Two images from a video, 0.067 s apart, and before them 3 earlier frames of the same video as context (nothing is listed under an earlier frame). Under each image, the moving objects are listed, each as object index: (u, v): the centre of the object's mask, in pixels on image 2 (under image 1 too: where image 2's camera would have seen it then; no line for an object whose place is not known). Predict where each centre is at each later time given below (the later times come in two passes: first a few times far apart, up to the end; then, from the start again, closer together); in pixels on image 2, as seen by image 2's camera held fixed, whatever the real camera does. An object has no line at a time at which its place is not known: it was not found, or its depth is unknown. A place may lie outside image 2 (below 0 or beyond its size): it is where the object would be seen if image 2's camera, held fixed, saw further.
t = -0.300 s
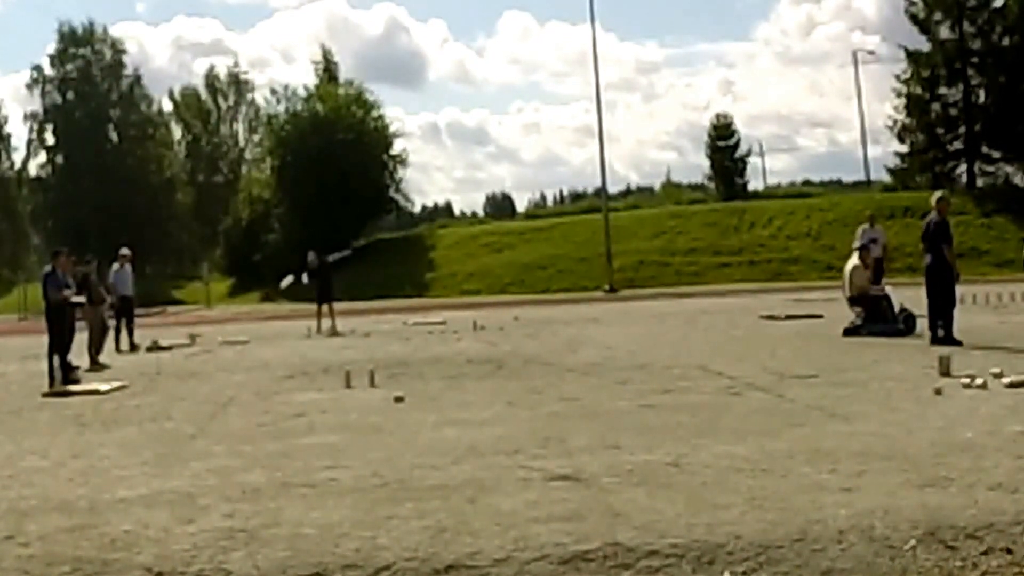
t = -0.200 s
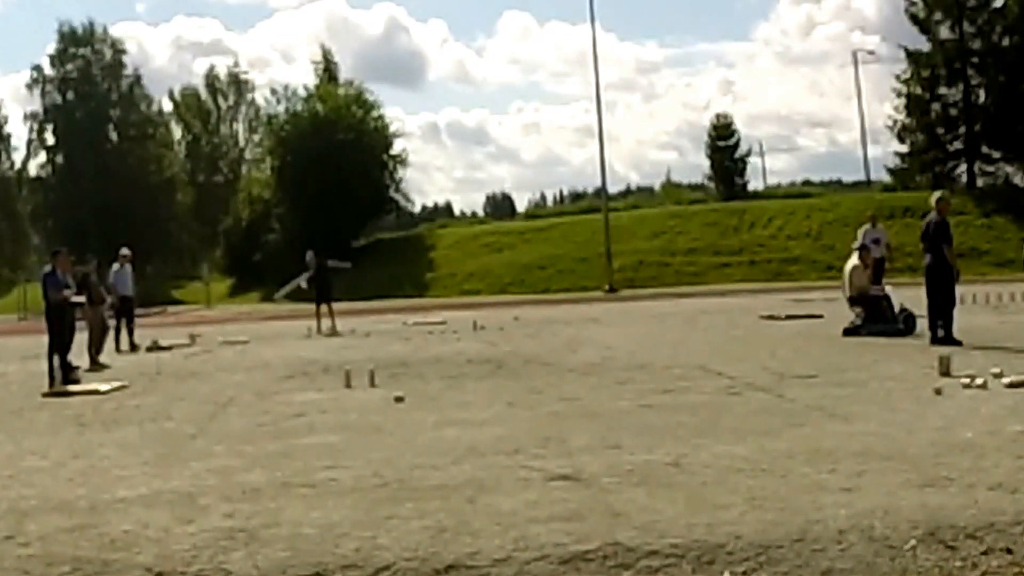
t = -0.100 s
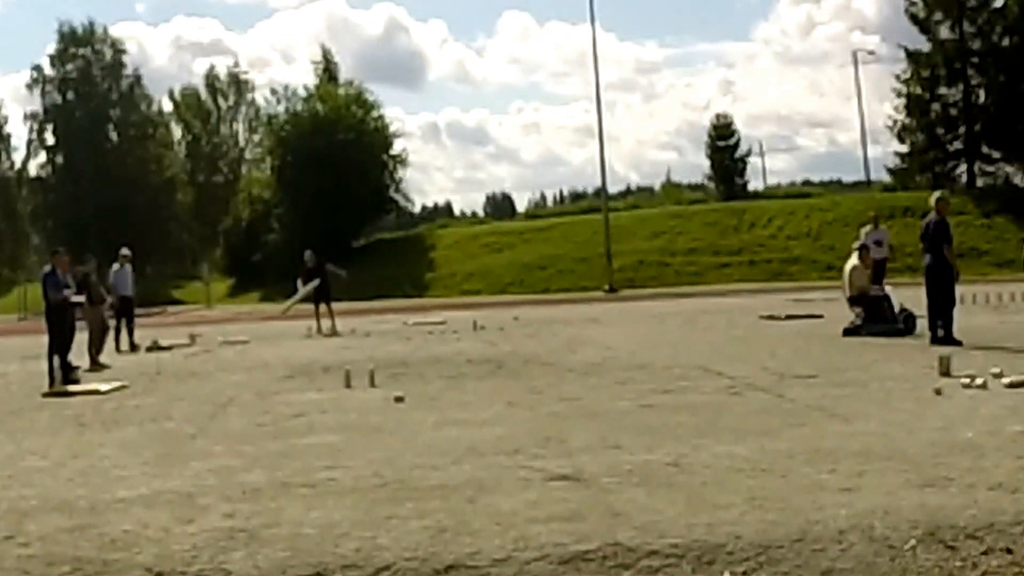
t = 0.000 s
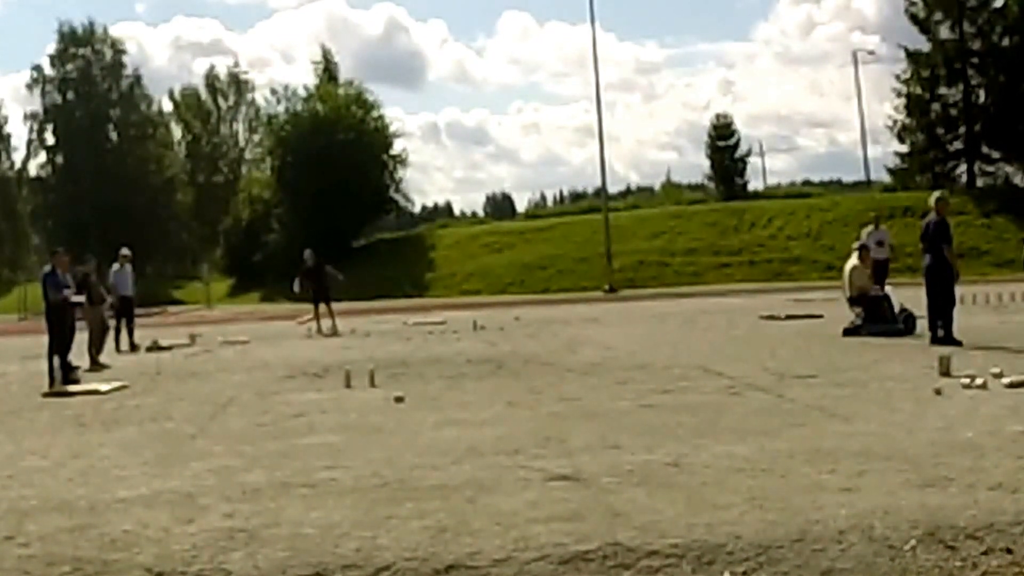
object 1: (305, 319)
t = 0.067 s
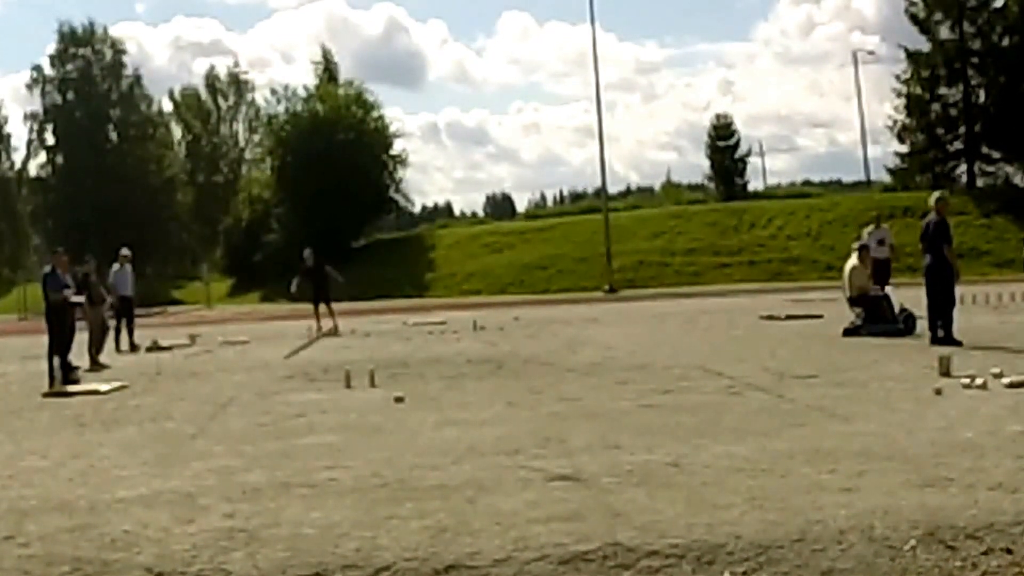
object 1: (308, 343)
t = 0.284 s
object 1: (329, 390)
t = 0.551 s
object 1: (340, 417)
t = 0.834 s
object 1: (353, 442)
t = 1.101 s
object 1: (380, 470)
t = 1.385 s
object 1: (409, 494)
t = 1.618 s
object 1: (425, 510)
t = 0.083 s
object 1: (311, 349)
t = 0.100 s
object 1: (312, 356)
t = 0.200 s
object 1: (316, 385)
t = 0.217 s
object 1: (323, 388)
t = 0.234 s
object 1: (326, 389)
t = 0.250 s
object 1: (326, 389)
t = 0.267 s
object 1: (327, 389)
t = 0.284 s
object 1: (329, 390)
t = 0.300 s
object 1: (330, 390)
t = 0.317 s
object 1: (330, 391)
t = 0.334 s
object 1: (334, 391)
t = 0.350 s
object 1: (334, 393)
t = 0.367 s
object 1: (338, 395)
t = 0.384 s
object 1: (338, 398)
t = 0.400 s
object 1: (338, 400)
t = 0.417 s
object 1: (339, 403)
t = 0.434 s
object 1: (338, 406)
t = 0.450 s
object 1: (337, 407)
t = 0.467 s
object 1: (341, 407)
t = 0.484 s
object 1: (340, 409)
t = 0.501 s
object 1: (339, 411)
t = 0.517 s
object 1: (338, 412)
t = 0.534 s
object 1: (339, 414)
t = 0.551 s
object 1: (340, 417)
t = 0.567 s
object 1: (340, 419)
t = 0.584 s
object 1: (342, 421)
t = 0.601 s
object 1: (343, 422)
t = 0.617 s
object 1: (344, 424)
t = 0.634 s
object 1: (344, 425)
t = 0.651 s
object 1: (345, 426)
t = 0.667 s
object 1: (345, 427)
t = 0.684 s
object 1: (346, 429)
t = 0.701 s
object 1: (347, 430)
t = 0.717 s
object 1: (349, 432)
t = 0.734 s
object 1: (350, 432)
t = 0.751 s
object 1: (351, 434)
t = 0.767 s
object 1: (352, 435)
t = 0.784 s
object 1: (352, 437)
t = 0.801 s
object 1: (353, 439)
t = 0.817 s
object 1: (354, 441)
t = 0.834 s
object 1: (353, 442)
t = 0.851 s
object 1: (356, 444)
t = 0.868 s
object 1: (359, 445)
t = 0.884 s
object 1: (360, 447)
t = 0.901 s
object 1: (361, 449)
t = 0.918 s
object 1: (362, 451)
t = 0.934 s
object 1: (364, 452)
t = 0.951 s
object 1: (365, 454)
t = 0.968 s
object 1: (367, 456)
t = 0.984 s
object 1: (368, 458)
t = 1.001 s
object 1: (370, 460)
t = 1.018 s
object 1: (372, 462)
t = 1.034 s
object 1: (373, 464)
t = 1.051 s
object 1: (375, 465)
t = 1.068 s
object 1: (377, 467)
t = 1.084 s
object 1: (379, 469)
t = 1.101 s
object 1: (380, 470)
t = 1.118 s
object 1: (383, 471)
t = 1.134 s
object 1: (384, 473)
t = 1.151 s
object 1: (385, 474)
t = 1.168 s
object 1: (386, 475)
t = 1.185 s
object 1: (389, 477)
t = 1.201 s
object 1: (391, 479)
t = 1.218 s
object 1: (393, 480)
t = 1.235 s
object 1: (395, 481)
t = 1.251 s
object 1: (397, 483)
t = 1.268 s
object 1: (398, 484)
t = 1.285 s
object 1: (398, 486)
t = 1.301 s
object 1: (399, 487)
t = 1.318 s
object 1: (401, 488)
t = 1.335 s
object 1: (403, 490)
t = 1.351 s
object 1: (406, 492)
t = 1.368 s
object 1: (408, 493)
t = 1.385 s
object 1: (409, 494)
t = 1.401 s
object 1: (410, 495)
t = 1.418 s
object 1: (410, 497)
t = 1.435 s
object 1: (411, 498)
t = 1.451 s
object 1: (410, 499)
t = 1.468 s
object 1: (412, 500)
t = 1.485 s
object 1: (413, 501)
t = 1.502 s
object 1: (413, 503)
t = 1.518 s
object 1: (415, 504)
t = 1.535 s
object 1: (415, 505)
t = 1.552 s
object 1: (418, 506)
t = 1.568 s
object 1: (419, 507)
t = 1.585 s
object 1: (420, 508)
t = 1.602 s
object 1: (423, 509)
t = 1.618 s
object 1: (425, 510)
